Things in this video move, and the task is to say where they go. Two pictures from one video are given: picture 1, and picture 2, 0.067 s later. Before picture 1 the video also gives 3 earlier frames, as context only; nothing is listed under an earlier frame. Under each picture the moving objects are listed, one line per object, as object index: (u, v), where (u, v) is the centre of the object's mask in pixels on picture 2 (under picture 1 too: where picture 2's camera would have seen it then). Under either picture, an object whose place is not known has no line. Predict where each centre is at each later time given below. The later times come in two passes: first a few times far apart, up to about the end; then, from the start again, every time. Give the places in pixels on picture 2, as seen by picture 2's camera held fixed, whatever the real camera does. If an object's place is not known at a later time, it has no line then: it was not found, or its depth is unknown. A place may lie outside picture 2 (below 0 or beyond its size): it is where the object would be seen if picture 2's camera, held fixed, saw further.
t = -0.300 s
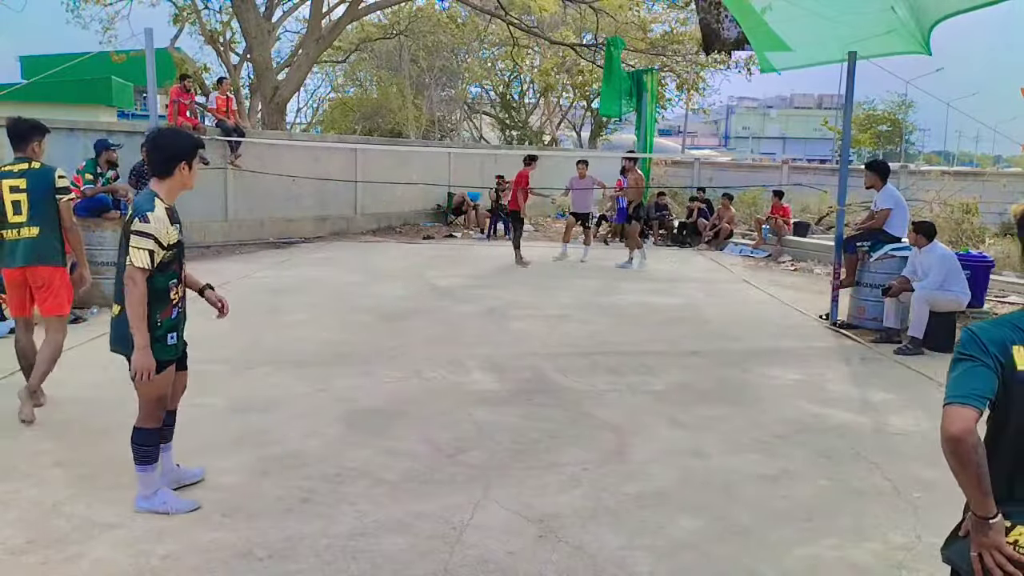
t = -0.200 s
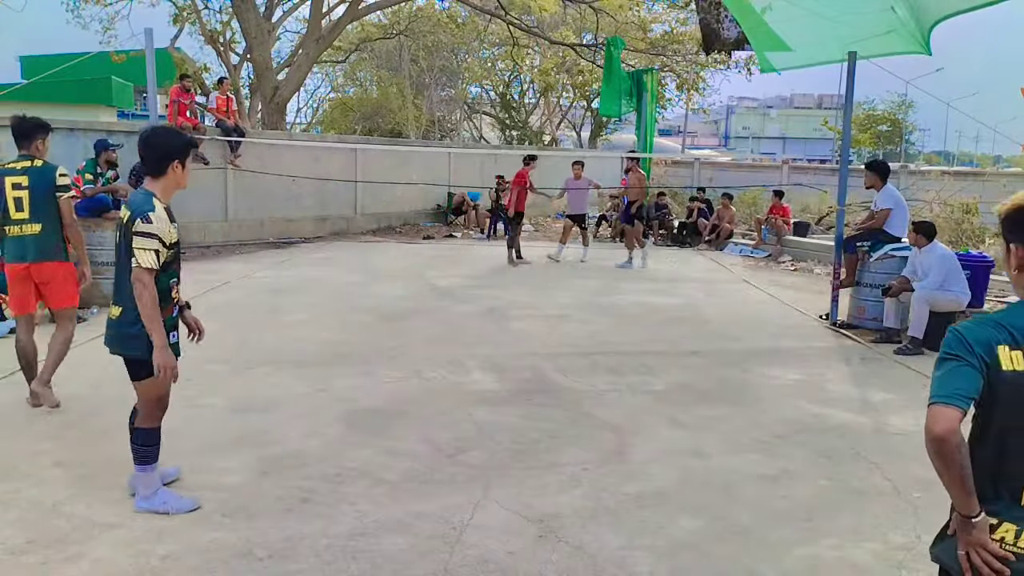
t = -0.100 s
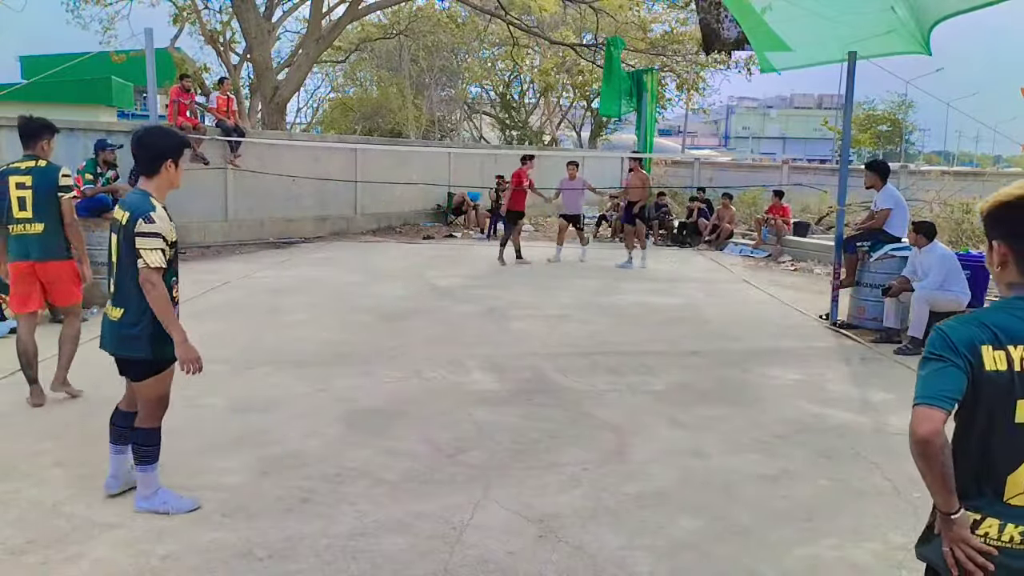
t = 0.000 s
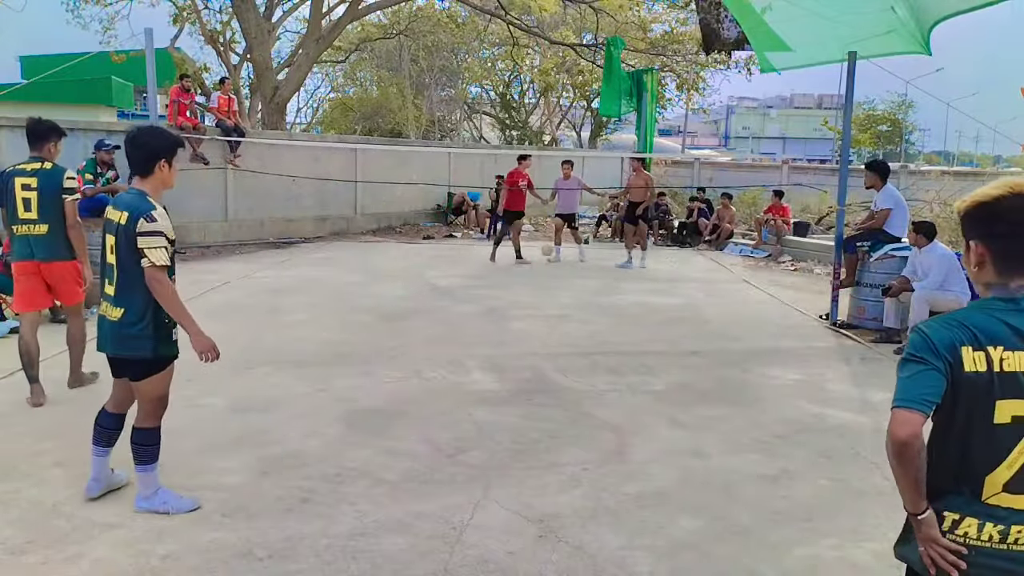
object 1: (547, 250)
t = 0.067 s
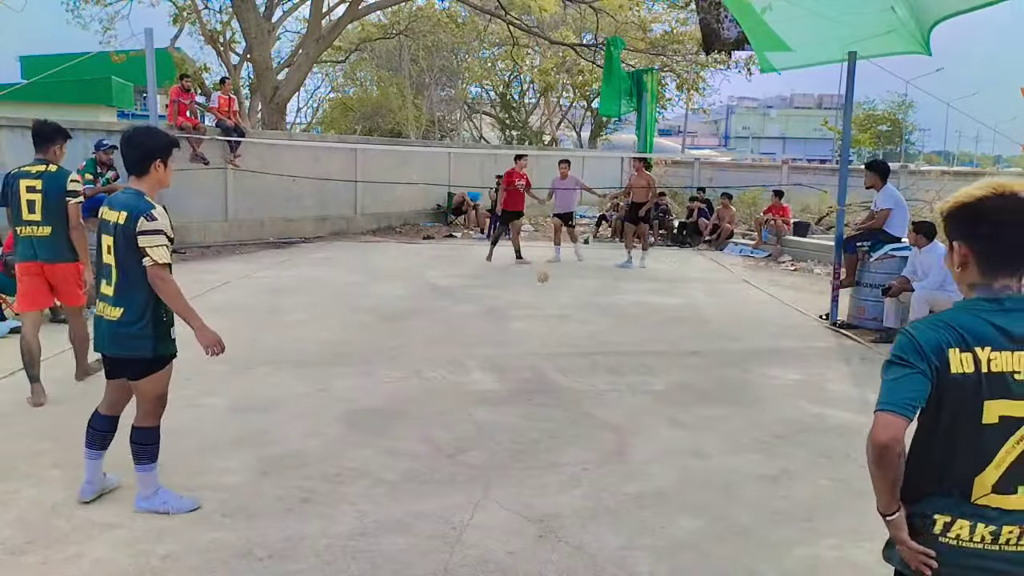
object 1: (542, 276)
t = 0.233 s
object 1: (528, 318)
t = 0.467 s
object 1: (506, 318)
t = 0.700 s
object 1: (469, 414)
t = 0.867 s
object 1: (432, 423)
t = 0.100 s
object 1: (539, 292)
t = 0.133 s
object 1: (536, 309)
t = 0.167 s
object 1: (533, 329)
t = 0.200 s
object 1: (531, 322)
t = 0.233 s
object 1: (528, 318)
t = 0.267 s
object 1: (526, 314)
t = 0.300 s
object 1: (523, 311)
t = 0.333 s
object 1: (520, 310)
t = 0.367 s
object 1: (516, 310)
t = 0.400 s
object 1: (513, 312)
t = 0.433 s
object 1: (510, 314)
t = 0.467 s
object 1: (506, 318)
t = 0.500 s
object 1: (501, 325)
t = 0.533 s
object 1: (497, 334)
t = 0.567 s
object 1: (492, 345)
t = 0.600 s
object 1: (487, 357)
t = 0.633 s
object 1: (481, 374)
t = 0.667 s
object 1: (475, 393)
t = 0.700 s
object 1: (469, 414)
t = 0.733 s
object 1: (462, 420)
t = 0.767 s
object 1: (456, 417)
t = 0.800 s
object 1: (448, 417)
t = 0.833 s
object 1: (441, 419)
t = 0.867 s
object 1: (432, 423)
